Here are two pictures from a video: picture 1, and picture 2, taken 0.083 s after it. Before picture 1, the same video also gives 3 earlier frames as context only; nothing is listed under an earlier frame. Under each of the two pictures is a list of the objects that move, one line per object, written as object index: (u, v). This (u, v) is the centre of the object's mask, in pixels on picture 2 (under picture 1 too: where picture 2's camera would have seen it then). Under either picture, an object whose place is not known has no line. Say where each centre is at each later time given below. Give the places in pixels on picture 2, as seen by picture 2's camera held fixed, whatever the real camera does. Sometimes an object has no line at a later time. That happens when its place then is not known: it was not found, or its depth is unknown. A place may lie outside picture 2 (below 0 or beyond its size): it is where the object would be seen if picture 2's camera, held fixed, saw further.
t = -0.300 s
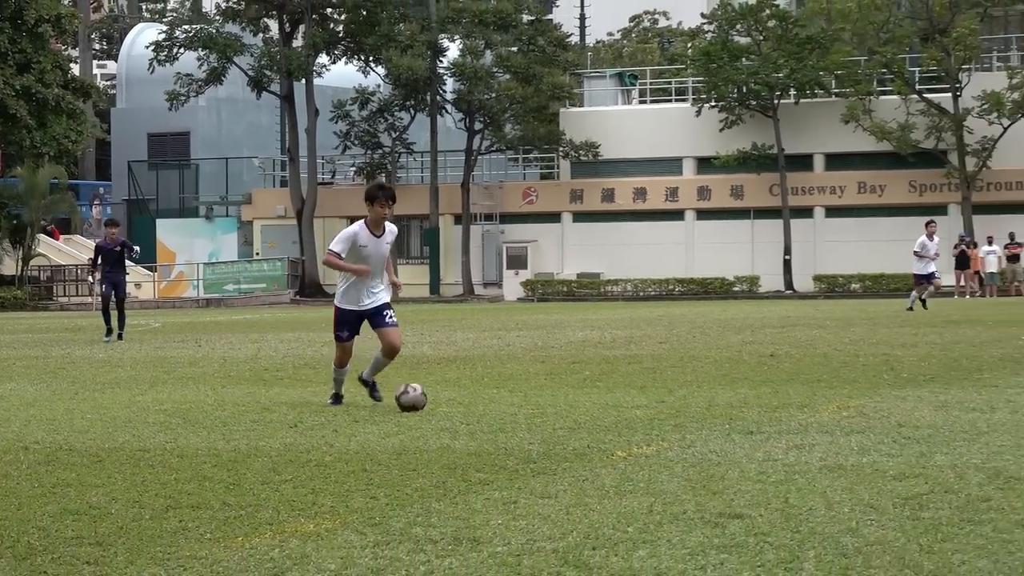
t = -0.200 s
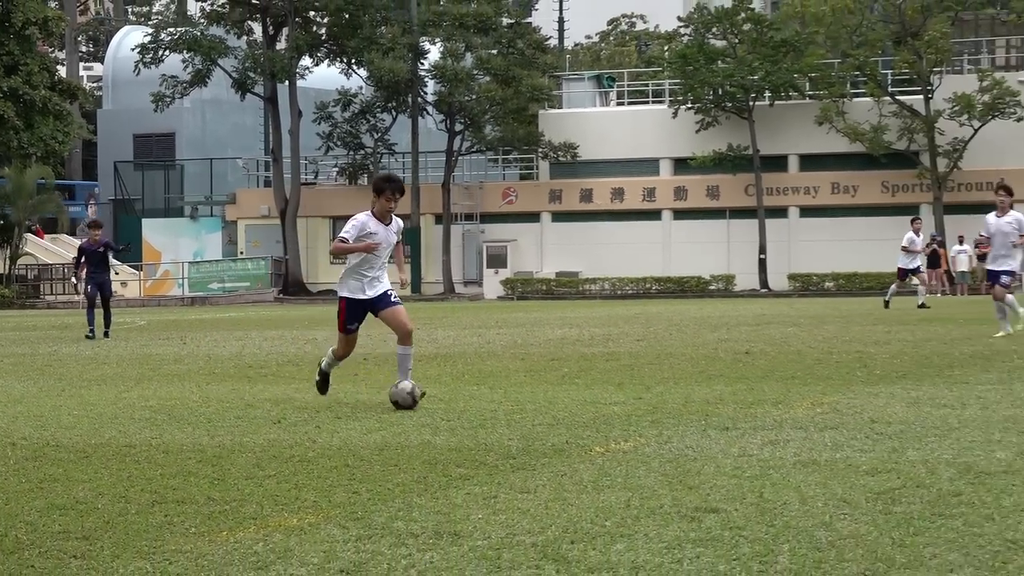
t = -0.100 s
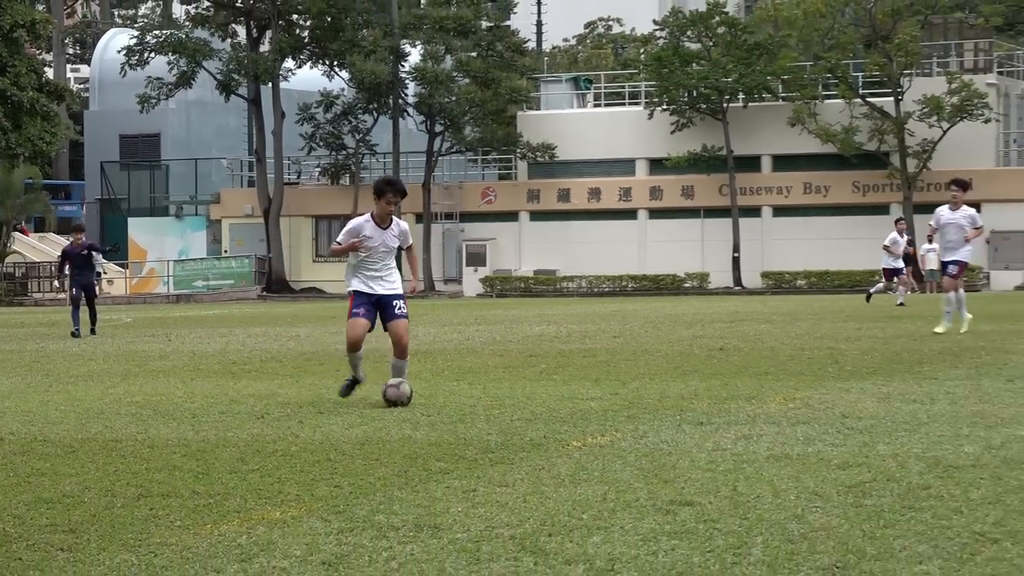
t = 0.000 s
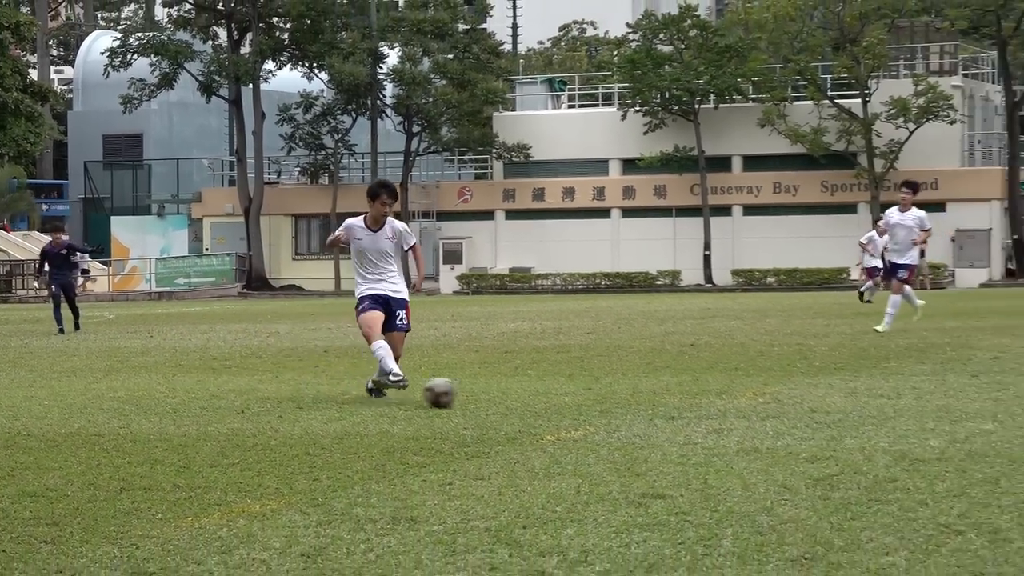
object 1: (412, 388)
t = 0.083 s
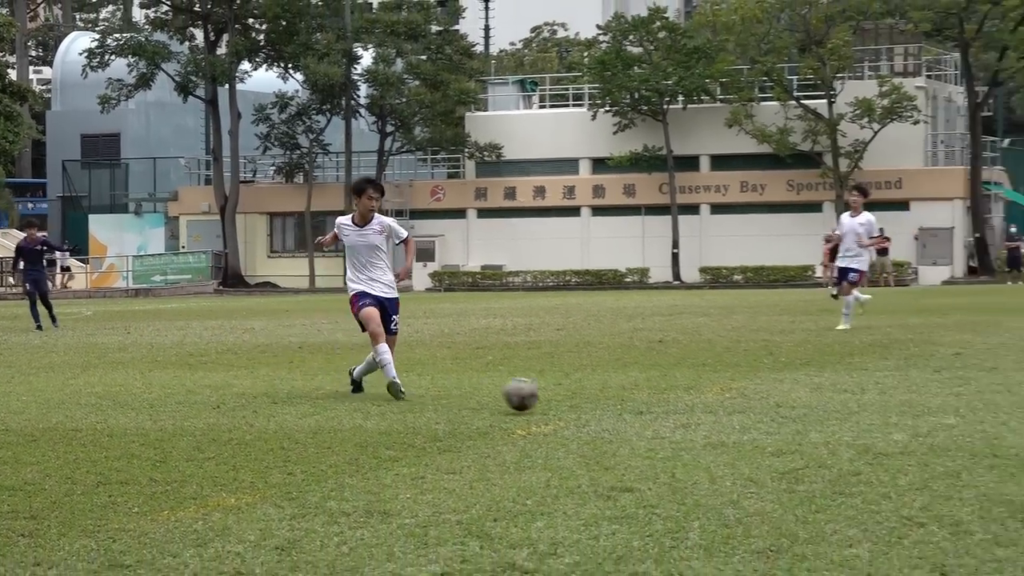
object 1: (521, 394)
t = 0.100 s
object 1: (545, 397)
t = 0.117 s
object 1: (569, 401)
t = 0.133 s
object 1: (593, 405)
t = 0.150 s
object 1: (619, 408)
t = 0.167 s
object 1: (642, 409)
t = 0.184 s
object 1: (664, 407)
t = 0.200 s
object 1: (687, 405)
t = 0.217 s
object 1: (710, 402)
